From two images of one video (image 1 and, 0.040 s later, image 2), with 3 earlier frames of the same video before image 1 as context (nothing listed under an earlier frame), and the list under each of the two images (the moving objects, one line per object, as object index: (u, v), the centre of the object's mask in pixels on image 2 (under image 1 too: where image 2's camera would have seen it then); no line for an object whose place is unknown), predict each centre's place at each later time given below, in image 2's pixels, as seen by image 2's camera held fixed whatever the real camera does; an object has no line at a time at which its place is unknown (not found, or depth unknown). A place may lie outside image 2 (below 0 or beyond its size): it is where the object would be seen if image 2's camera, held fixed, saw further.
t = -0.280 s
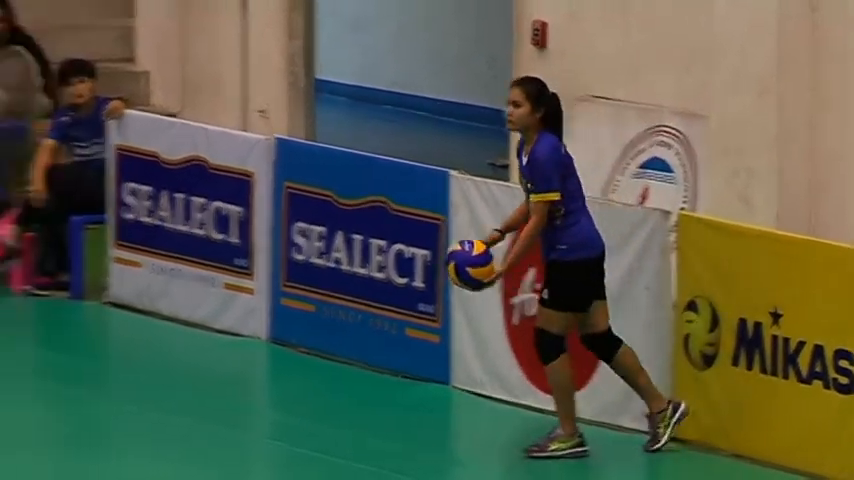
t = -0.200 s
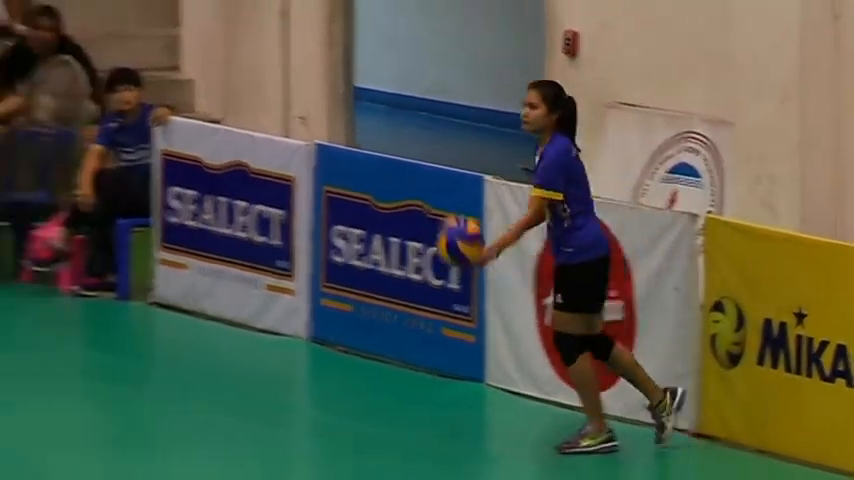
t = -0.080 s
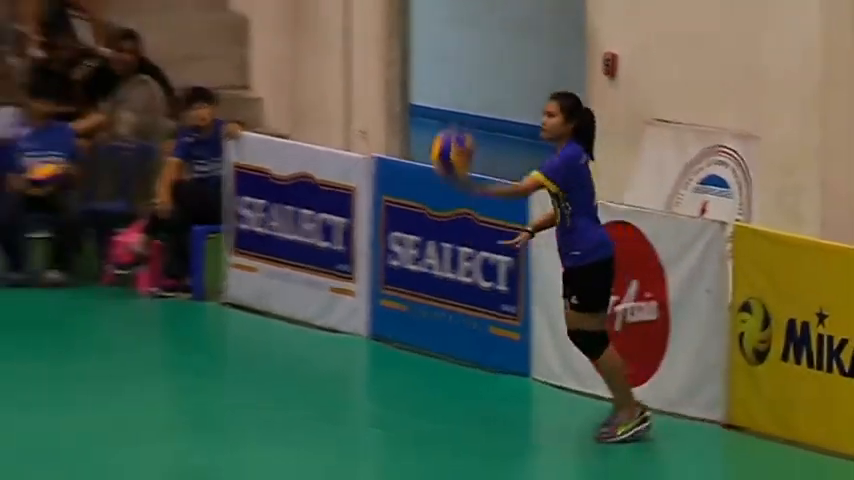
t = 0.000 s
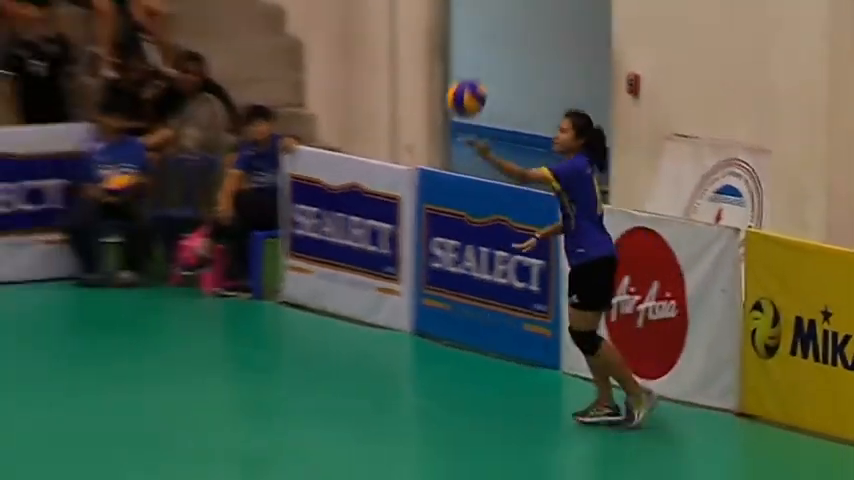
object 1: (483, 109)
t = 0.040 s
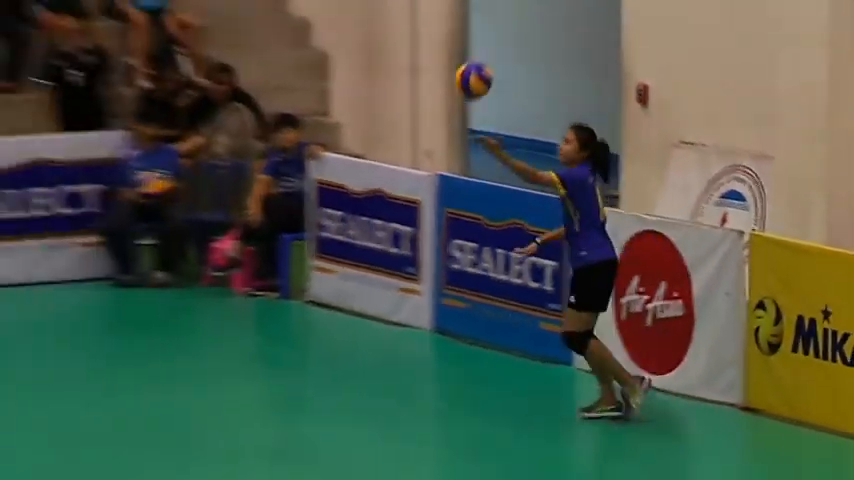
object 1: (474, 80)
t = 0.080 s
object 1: (463, 54)
